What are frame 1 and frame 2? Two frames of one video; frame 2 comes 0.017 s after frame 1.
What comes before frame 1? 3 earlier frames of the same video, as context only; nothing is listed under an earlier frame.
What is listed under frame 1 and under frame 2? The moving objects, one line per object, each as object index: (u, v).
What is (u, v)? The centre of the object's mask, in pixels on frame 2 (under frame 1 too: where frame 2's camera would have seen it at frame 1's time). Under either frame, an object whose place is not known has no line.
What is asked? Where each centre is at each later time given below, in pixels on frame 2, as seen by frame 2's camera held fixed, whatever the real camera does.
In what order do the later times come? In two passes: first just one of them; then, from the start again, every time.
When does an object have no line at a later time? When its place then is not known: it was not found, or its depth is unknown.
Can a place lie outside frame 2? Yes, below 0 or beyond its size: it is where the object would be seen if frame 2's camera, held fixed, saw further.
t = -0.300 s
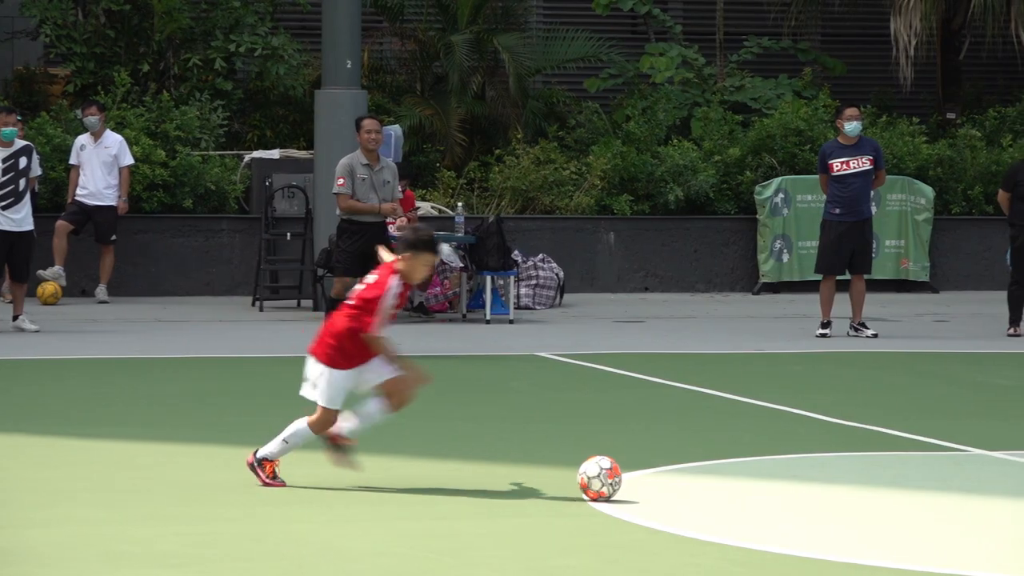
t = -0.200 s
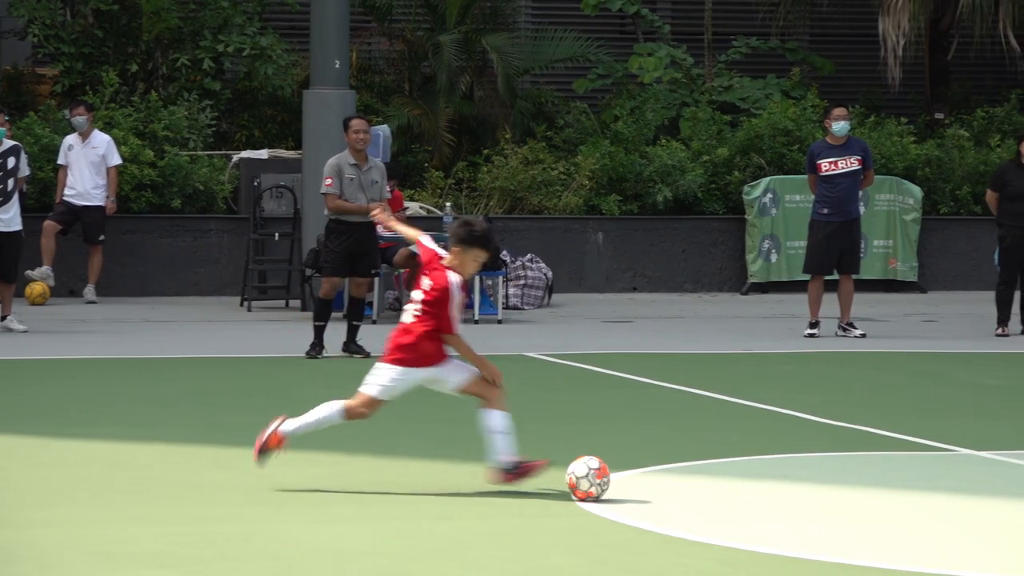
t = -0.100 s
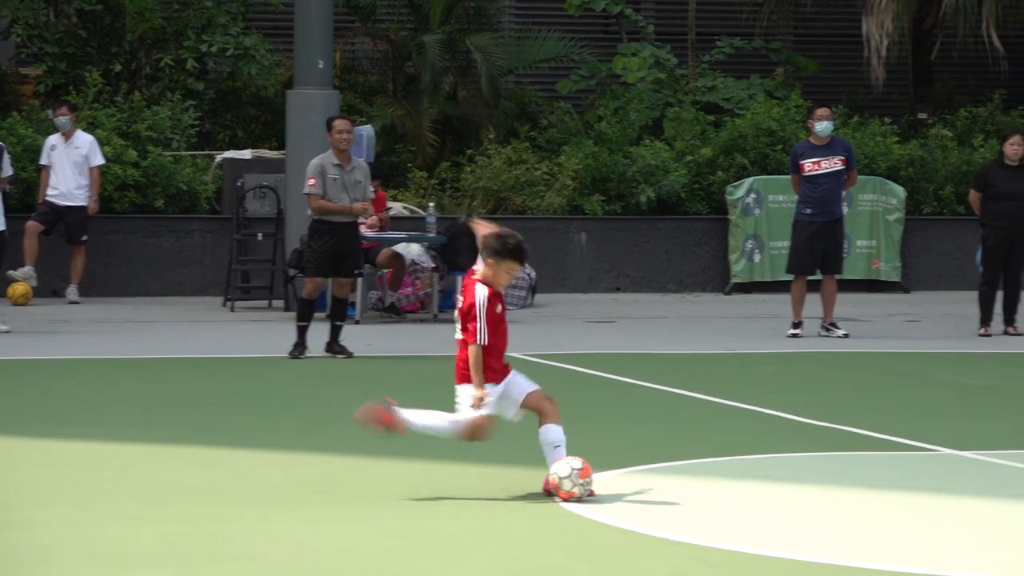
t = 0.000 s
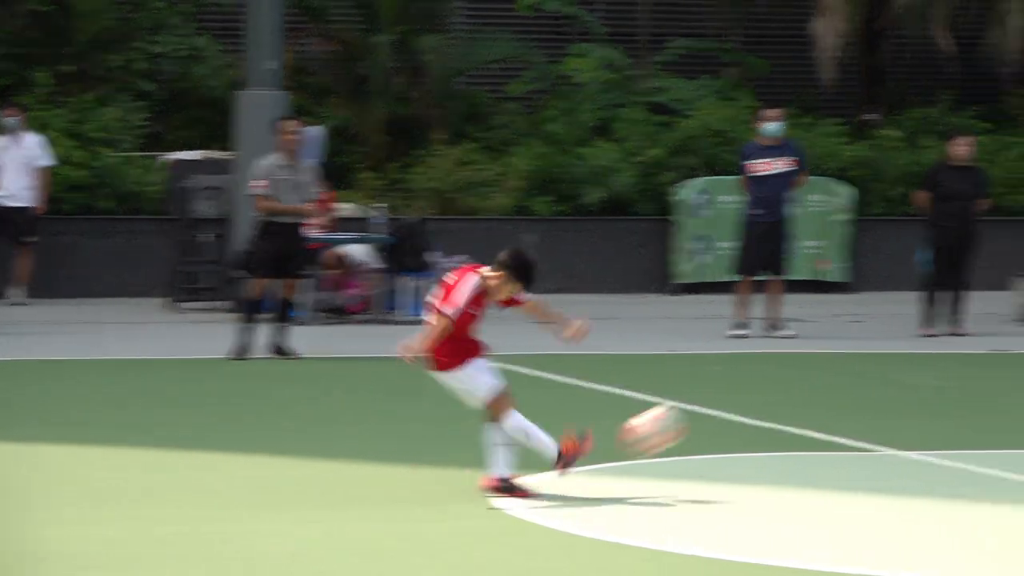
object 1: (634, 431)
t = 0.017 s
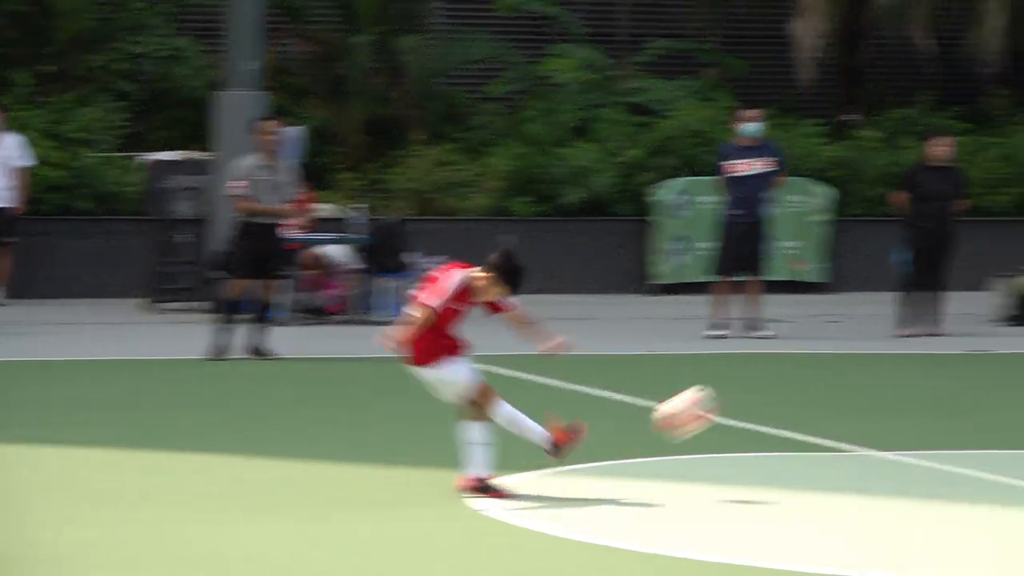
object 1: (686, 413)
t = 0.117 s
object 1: (1009, 313)
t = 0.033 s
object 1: (739, 395)
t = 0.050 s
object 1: (792, 378)
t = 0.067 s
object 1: (846, 362)
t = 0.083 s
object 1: (900, 345)
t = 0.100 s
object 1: (956, 328)
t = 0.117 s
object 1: (1009, 313)
